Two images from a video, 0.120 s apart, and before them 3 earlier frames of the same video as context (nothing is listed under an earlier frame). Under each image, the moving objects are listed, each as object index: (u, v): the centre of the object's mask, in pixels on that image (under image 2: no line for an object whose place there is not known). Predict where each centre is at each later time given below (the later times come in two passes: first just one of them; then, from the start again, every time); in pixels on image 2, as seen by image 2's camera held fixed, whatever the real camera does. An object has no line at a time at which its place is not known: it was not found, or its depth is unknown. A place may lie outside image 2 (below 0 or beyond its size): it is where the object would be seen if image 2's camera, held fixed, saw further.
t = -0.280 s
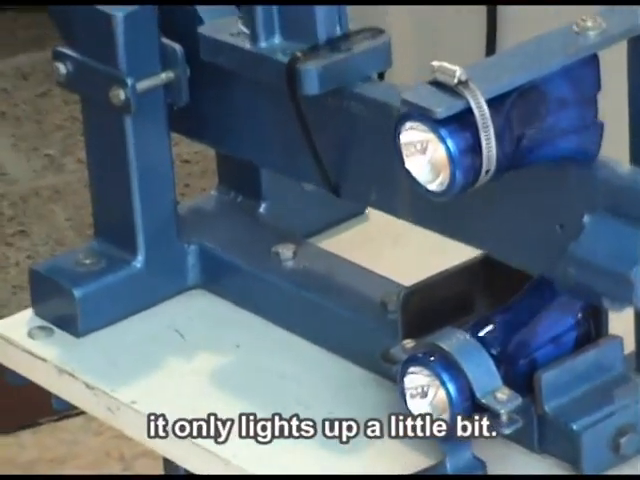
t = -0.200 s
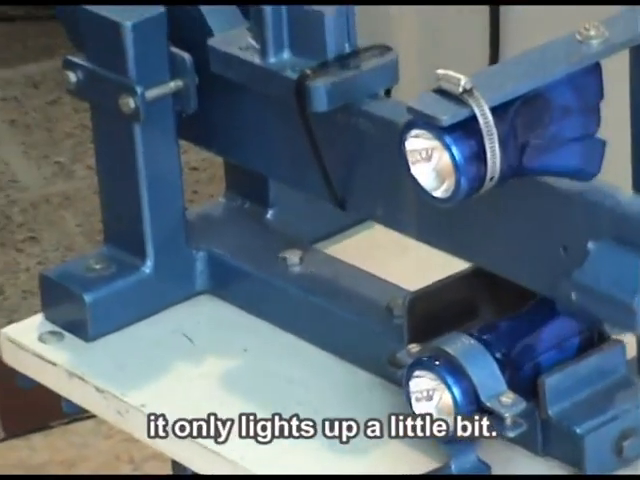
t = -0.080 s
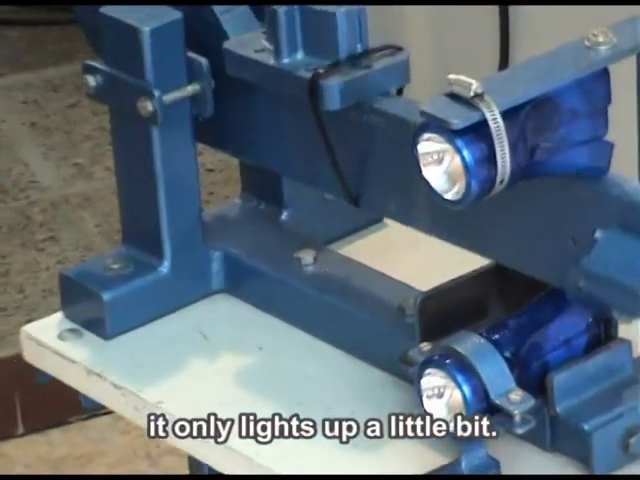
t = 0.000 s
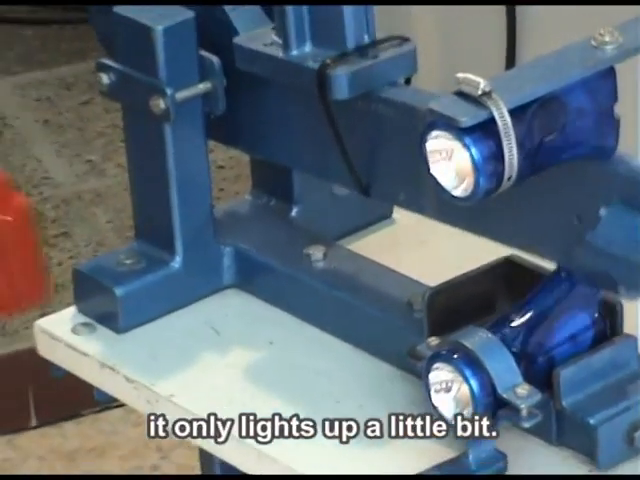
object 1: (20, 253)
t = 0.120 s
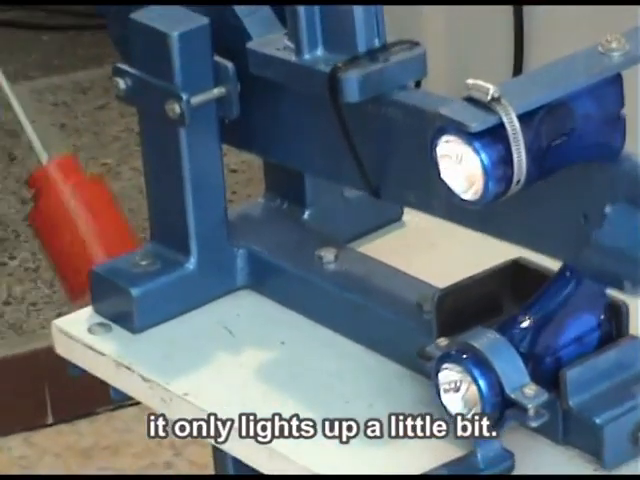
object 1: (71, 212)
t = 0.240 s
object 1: (87, 175)
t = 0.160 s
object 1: (81, 194)
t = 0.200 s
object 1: (87, 181)
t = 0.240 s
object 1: (87, 175)
